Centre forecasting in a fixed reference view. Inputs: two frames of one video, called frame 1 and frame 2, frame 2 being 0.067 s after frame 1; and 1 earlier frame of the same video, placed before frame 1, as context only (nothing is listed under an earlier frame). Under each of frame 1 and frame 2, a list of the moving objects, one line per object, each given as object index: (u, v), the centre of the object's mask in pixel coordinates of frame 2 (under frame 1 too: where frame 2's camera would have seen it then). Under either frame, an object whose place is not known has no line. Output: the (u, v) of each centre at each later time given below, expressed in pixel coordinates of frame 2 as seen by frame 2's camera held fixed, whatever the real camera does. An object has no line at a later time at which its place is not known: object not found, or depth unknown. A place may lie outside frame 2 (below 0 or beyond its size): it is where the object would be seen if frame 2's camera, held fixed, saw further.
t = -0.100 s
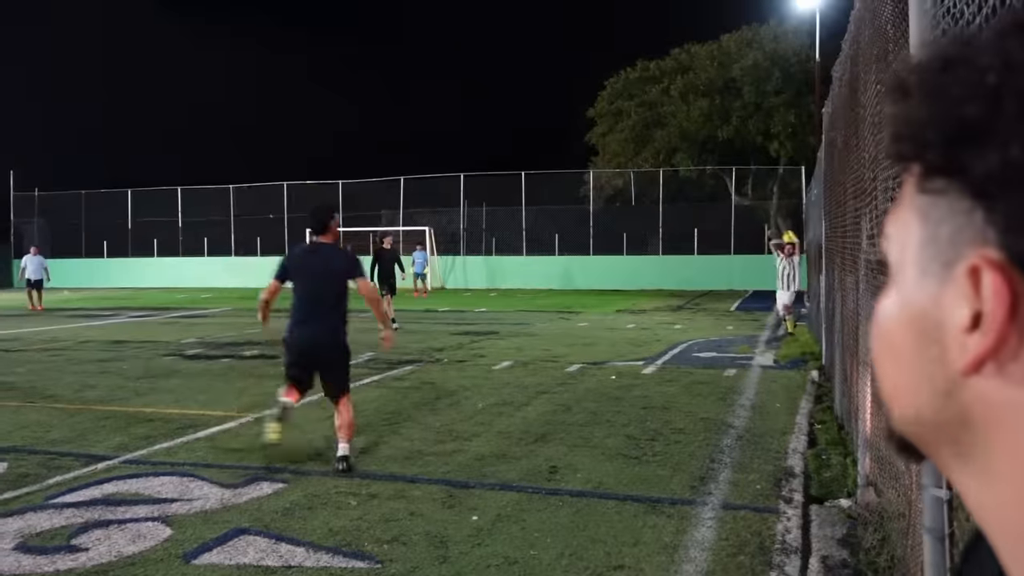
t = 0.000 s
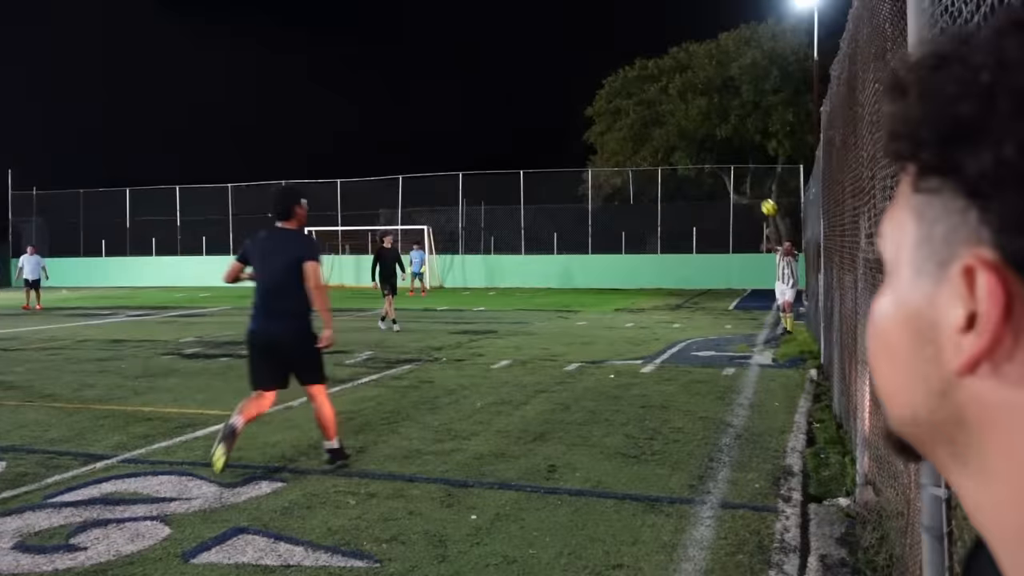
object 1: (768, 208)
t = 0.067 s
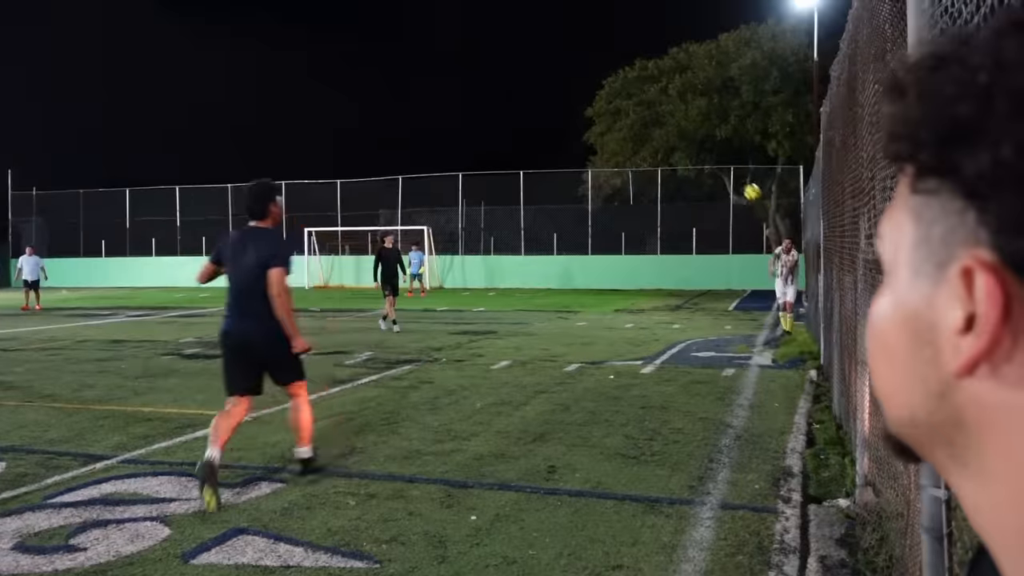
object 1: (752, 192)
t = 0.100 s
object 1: (745, 185)
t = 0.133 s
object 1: (736, 178)
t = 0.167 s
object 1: (727, 173)
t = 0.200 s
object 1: (719, 169)
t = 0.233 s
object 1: (711, 160)
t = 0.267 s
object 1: (702, 154)
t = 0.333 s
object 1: (674, 147)
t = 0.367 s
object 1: (659, 143)
